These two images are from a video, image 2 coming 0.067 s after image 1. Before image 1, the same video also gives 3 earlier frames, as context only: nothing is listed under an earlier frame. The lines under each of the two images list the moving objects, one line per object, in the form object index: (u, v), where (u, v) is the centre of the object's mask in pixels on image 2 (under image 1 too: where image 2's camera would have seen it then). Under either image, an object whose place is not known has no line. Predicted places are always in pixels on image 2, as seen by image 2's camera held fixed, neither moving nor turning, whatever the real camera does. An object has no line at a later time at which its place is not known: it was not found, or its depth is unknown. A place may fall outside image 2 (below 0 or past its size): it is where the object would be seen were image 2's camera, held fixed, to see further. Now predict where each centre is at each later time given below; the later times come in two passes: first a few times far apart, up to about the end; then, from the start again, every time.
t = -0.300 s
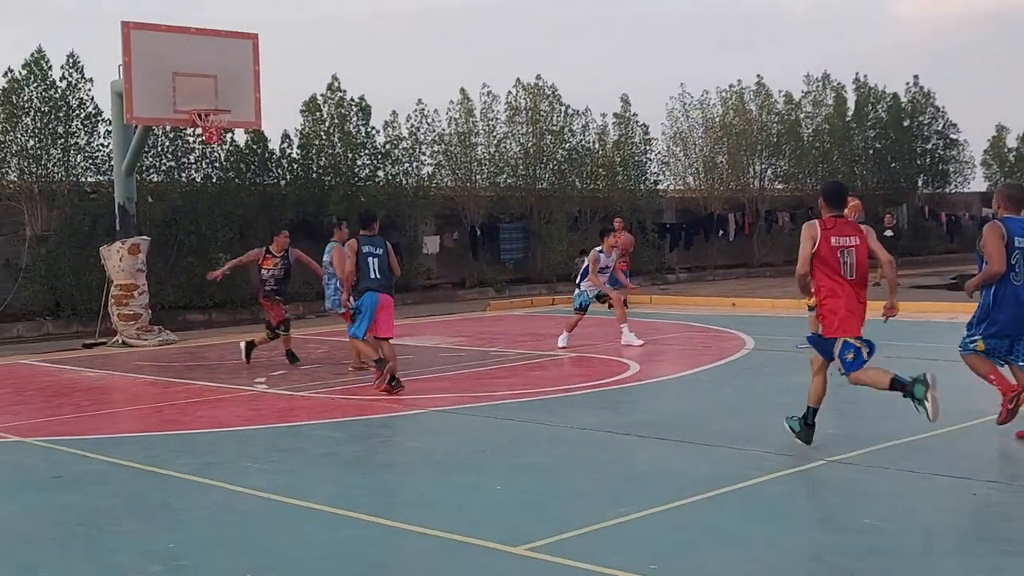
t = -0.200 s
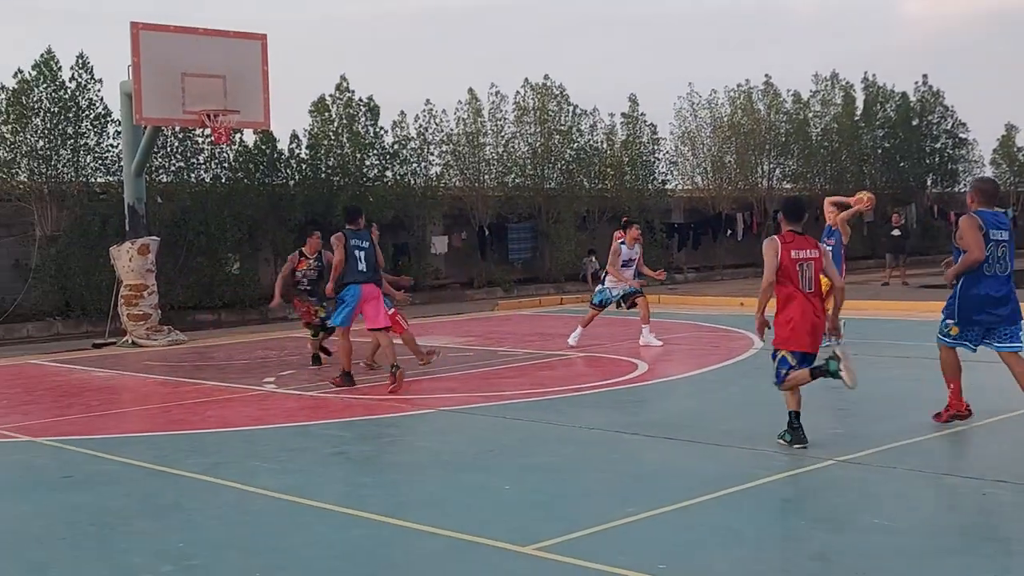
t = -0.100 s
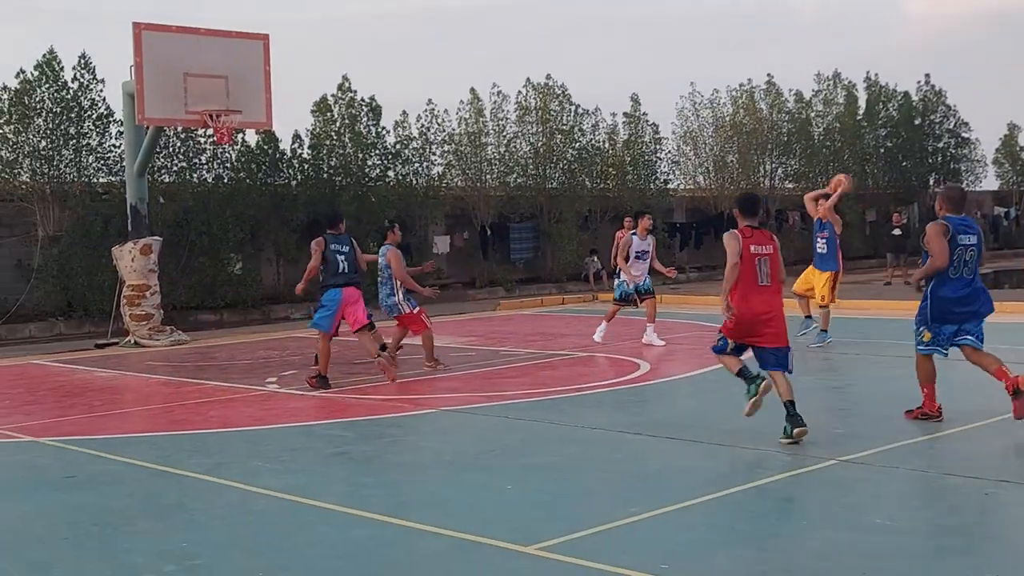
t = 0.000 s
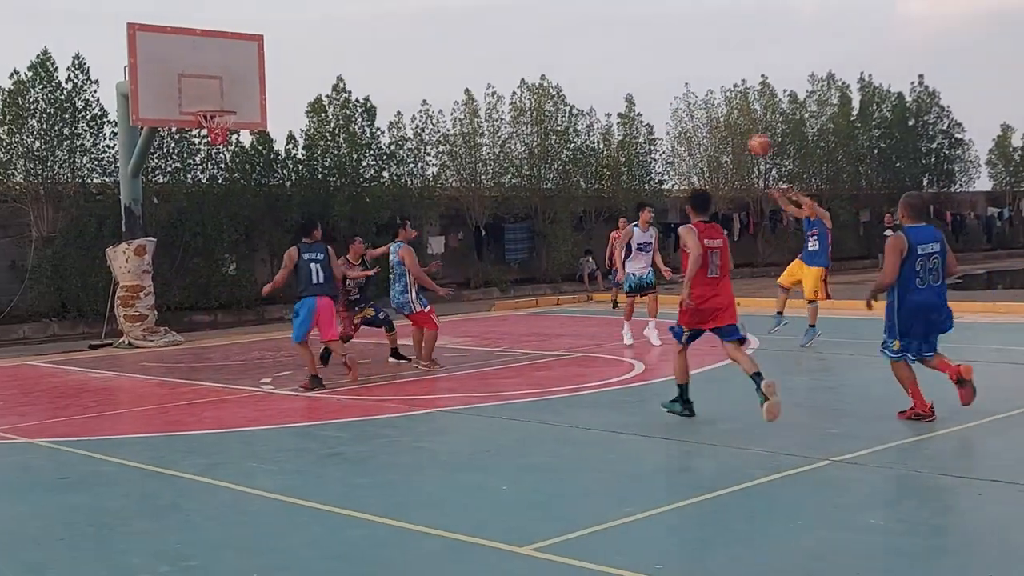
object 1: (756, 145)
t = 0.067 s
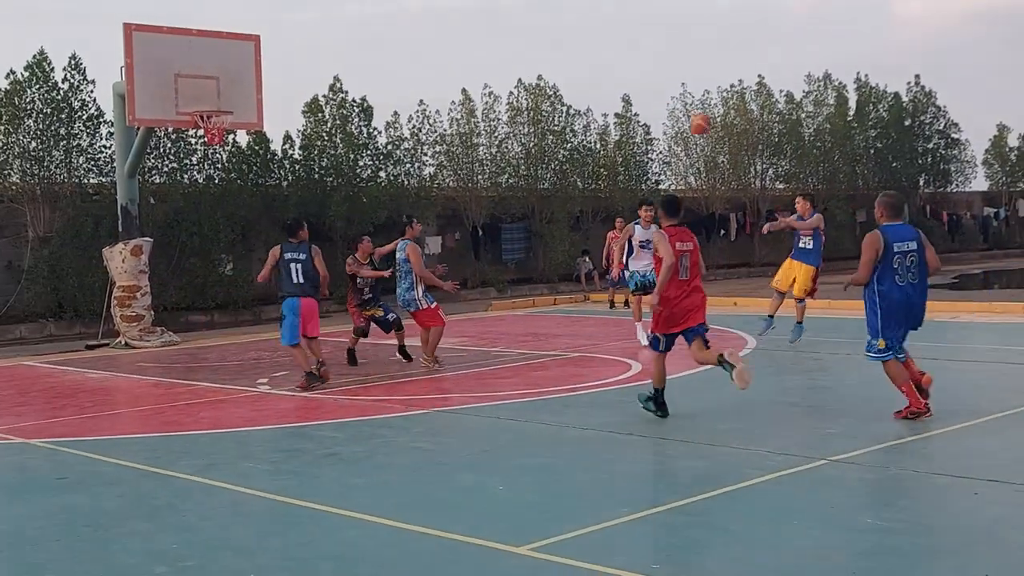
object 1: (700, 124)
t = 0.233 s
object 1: (551, 87)
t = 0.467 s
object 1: (320, 76)
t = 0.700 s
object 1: (54, 123)
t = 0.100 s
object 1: (670, 114)
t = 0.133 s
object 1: (641, 106)
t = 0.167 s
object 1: (612, 99)
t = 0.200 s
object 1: (581, 92)
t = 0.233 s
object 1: (551, 87)
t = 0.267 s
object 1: (519, 82)
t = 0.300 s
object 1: (487, 78)
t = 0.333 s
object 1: (455, 76)
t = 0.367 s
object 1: (422, 74)
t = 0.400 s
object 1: (388, 74)
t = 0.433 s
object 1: (354, 74)
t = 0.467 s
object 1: (320, 76)
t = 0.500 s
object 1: (284, 78)
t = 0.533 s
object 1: (249, 82)
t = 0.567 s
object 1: (212, 87)
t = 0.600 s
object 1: (174, 95)
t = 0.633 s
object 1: (135, 102)
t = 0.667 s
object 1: (94, 112)
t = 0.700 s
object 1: (54, 123)
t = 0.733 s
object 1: (12, 134)
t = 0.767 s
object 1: (-31, 148)
